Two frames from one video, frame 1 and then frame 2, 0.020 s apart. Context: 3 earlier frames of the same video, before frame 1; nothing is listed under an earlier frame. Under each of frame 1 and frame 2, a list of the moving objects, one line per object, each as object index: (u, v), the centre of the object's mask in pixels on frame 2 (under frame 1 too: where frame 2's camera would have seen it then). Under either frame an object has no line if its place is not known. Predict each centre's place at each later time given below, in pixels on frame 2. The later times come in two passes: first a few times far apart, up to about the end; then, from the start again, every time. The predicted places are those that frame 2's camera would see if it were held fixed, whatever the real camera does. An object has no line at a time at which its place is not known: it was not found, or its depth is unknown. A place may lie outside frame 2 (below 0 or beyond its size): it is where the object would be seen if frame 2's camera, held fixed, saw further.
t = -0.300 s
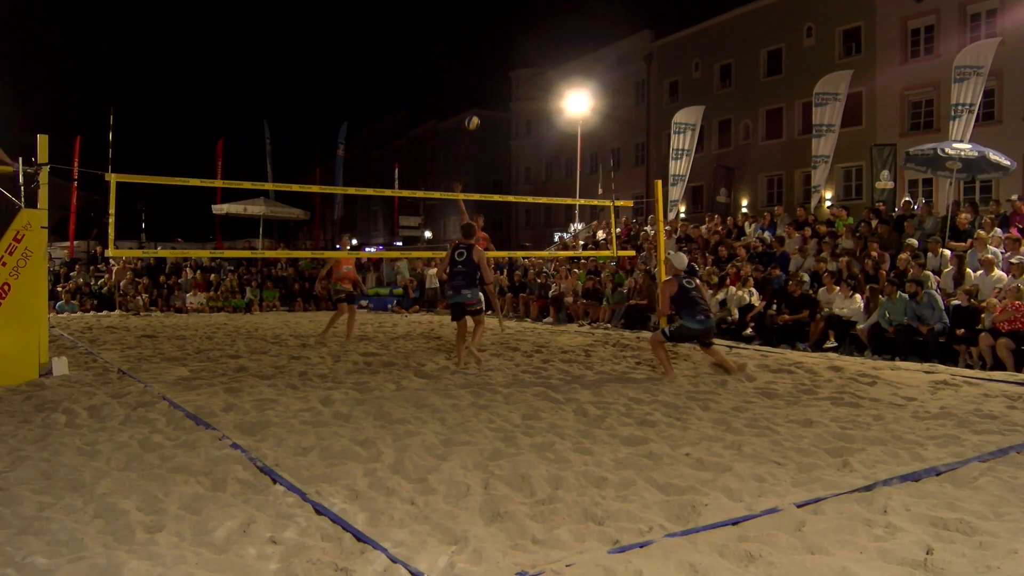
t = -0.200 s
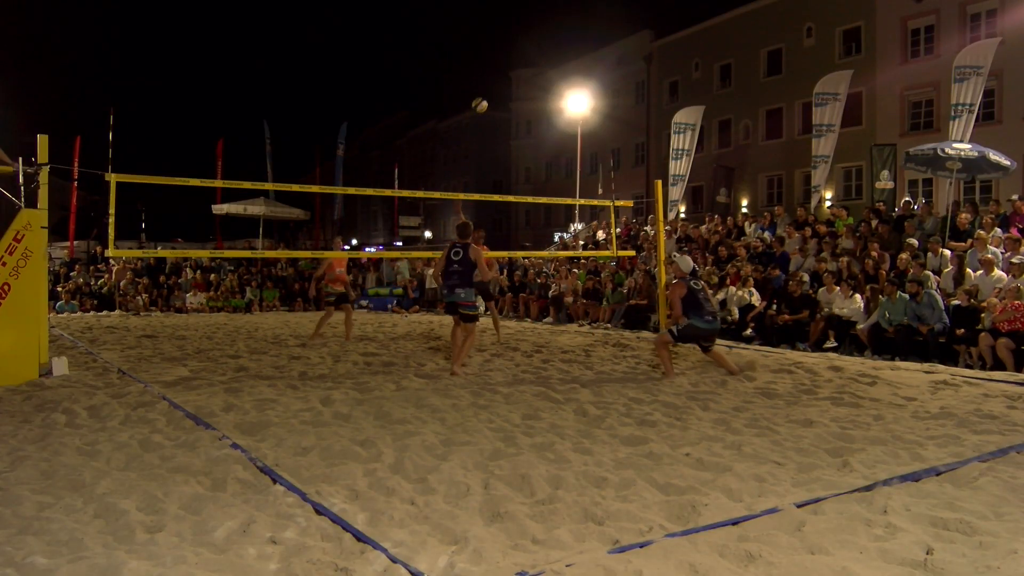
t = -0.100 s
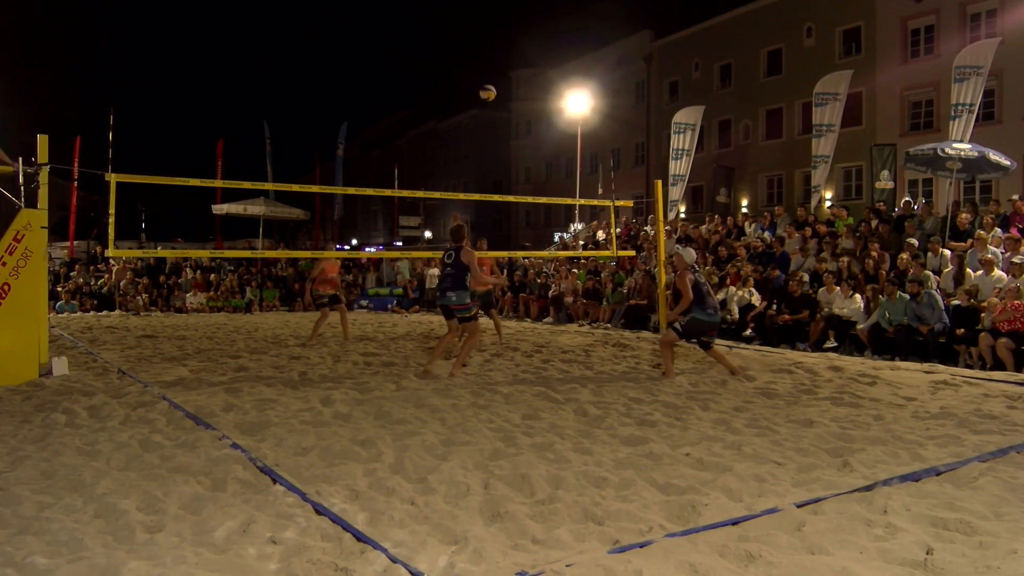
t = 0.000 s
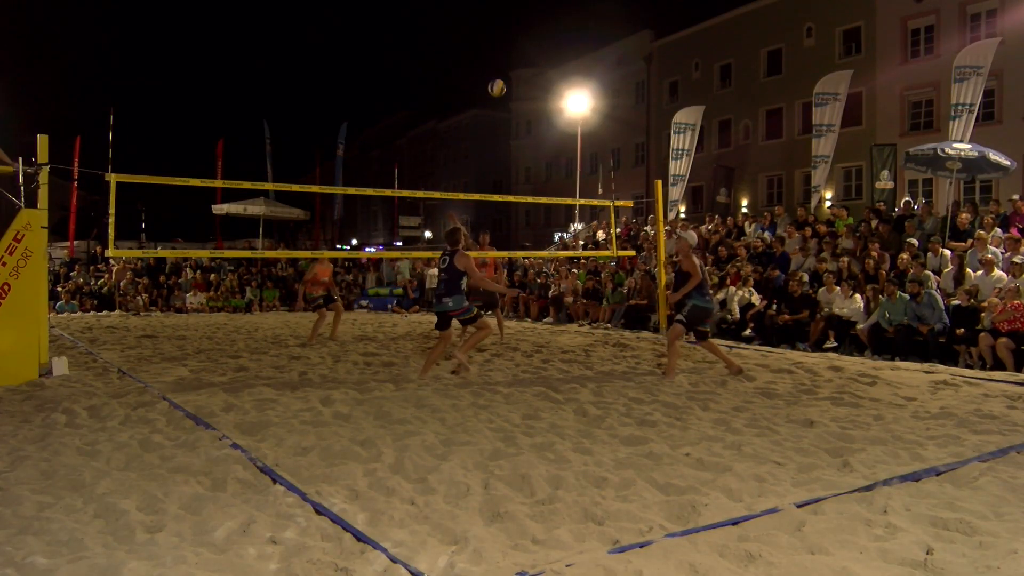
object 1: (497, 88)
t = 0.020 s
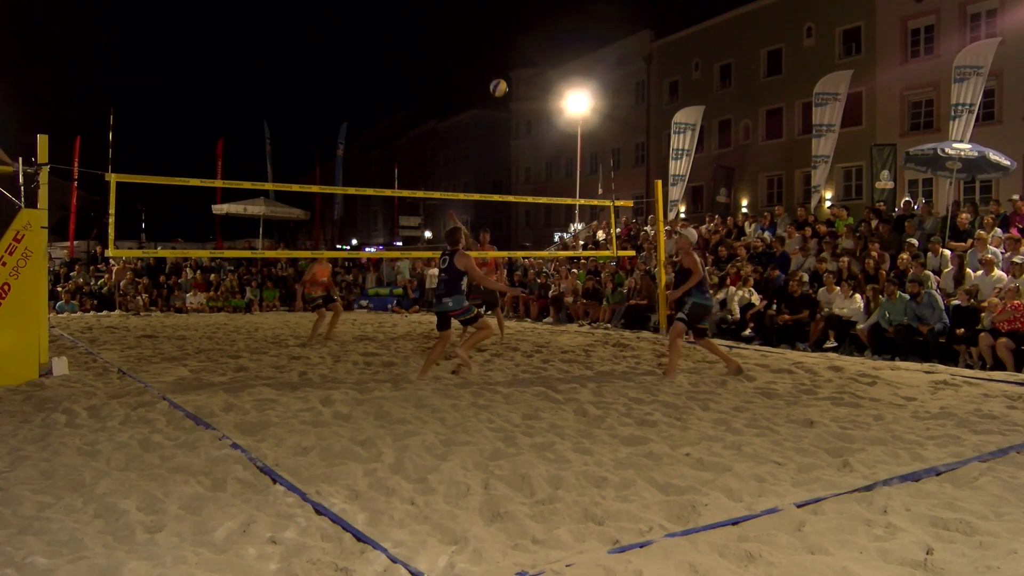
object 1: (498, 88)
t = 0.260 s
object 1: (527, 120)
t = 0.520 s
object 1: (574, 264)
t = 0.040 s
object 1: (501, 89)
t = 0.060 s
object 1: (503, 89)
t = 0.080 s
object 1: (505, 90)
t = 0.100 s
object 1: (507, 91)
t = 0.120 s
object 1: (509, 93)
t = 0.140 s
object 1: (512, 95)
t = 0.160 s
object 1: (514, 98)
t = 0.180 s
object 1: (516, 102)
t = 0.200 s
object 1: (519, 105)
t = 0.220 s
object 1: (522, 110)
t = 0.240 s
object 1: (524, 114)
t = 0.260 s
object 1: (527, 120)
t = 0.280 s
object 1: (530, 126)
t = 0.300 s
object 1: (533, 133)
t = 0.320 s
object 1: (536, 140)
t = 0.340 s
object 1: (539, 149)
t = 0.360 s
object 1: (543, 158)
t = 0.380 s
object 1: (546, 167)
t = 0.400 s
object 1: (550, 177)
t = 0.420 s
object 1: (553, 189)
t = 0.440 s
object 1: (557, 202)
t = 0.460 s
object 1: (561, 217)
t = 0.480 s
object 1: (564, 229)
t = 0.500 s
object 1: (569, 248)
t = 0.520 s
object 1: (574, 264)
